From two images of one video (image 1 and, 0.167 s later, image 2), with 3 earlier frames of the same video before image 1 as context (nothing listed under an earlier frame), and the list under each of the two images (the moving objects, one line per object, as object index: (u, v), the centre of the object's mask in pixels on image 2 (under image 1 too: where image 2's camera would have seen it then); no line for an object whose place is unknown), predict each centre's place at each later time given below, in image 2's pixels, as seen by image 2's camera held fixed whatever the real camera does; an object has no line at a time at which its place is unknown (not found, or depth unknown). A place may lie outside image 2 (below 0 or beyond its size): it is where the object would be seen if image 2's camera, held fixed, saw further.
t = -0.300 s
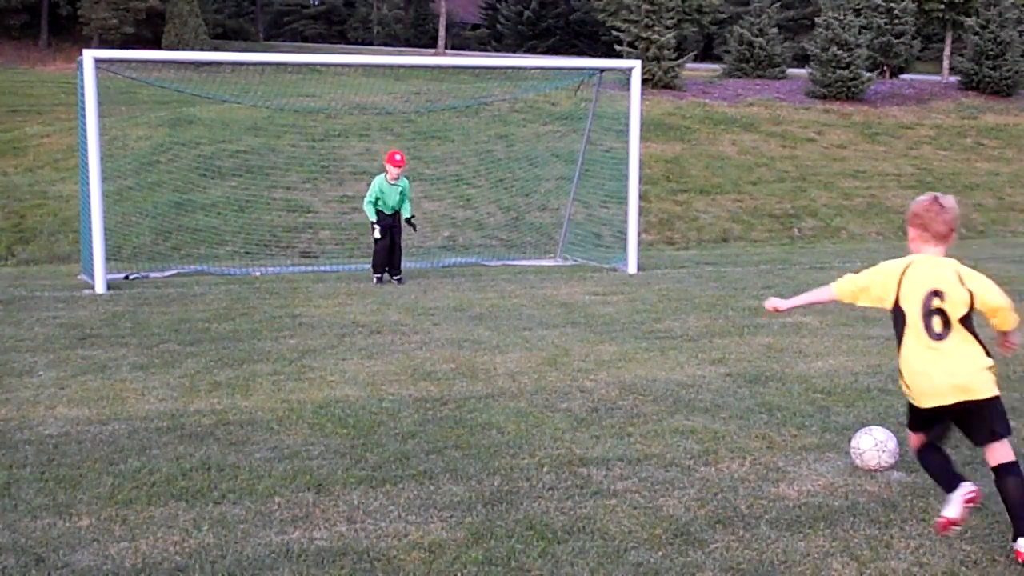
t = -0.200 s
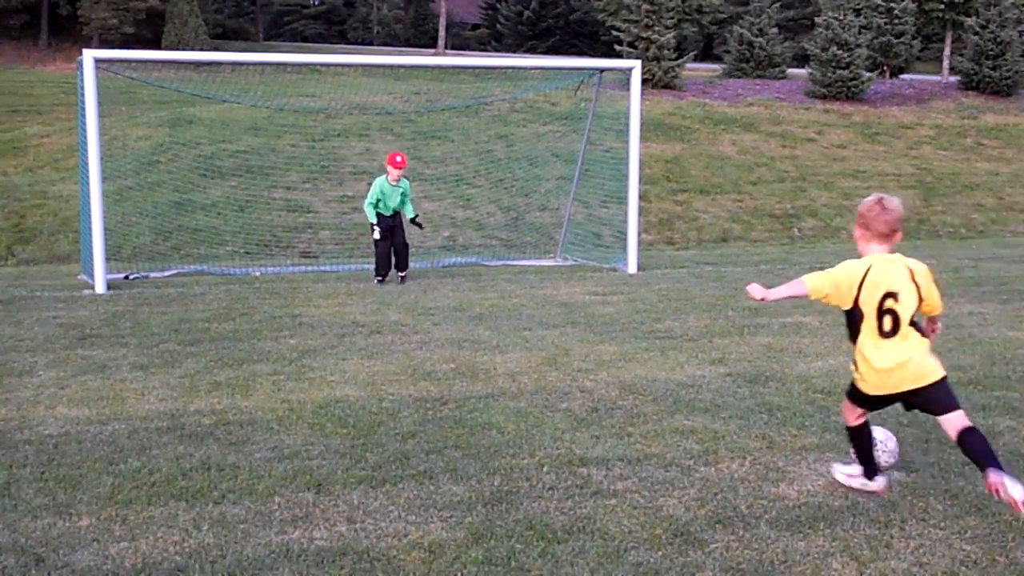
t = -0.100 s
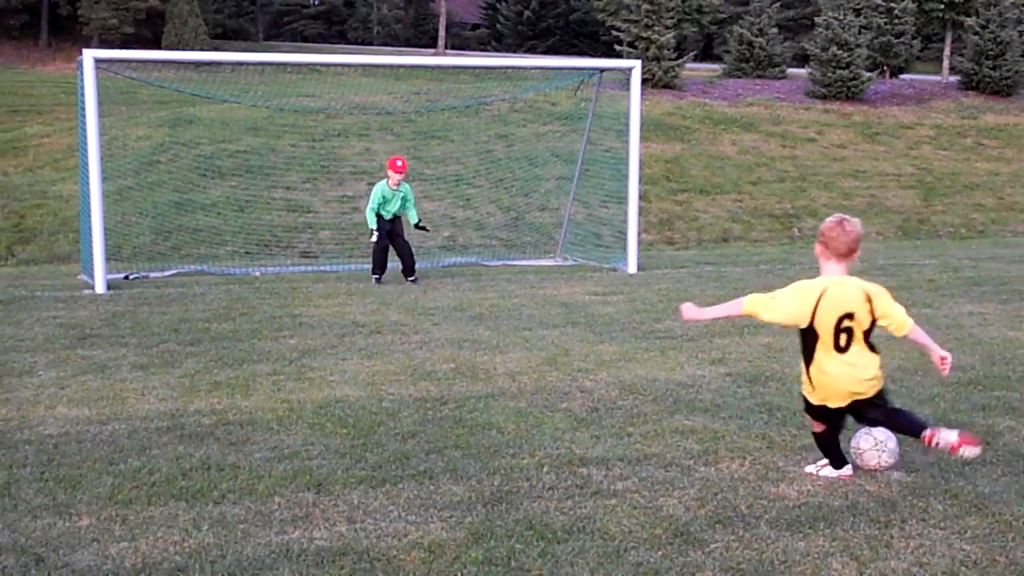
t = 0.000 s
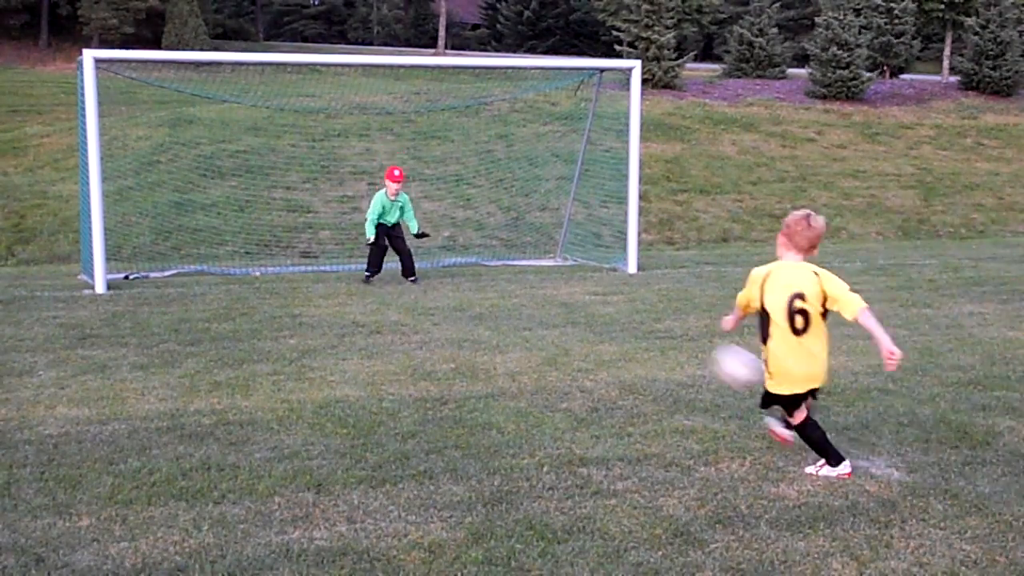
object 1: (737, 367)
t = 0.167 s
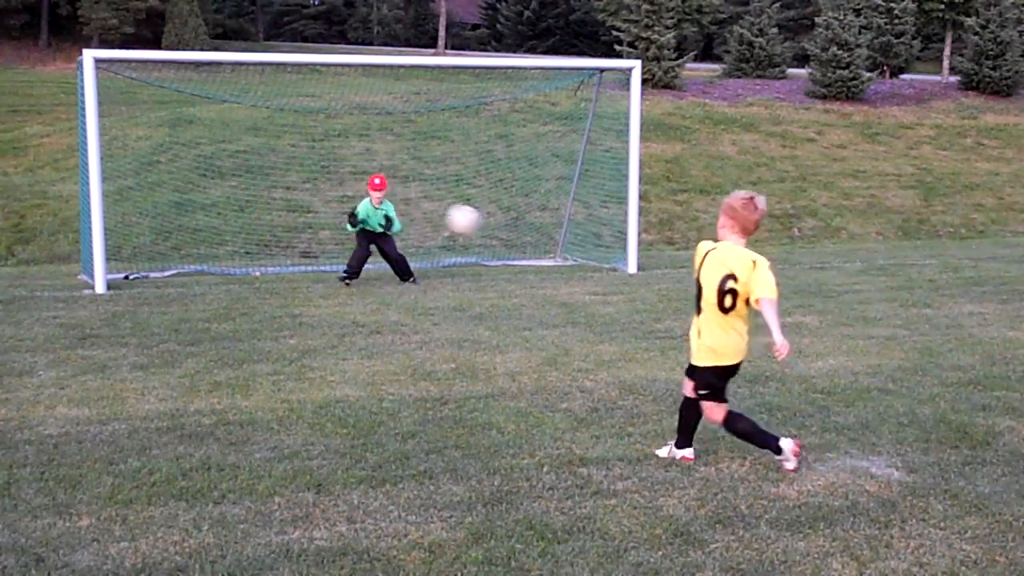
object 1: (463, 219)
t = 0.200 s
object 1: (426, 201)
